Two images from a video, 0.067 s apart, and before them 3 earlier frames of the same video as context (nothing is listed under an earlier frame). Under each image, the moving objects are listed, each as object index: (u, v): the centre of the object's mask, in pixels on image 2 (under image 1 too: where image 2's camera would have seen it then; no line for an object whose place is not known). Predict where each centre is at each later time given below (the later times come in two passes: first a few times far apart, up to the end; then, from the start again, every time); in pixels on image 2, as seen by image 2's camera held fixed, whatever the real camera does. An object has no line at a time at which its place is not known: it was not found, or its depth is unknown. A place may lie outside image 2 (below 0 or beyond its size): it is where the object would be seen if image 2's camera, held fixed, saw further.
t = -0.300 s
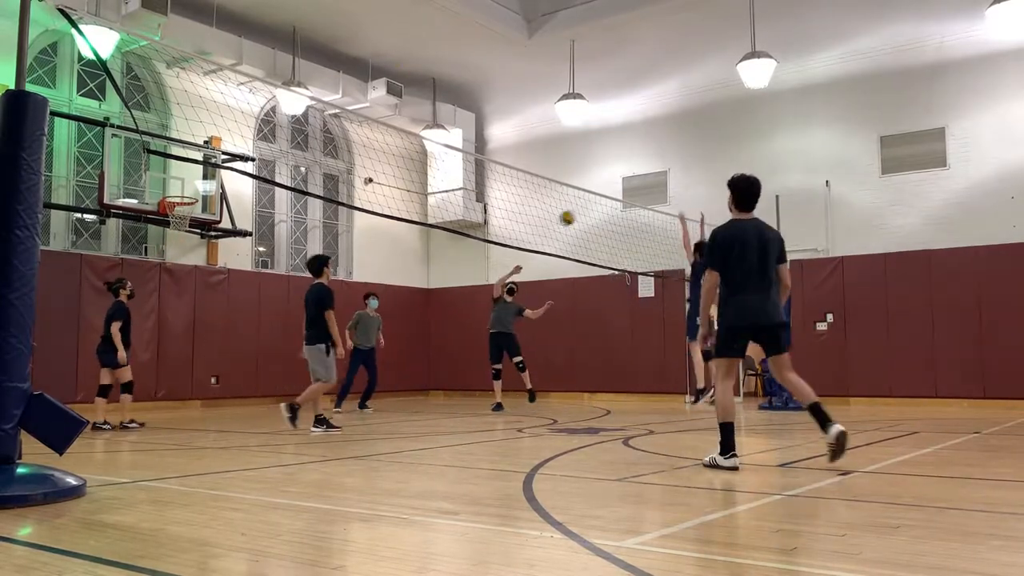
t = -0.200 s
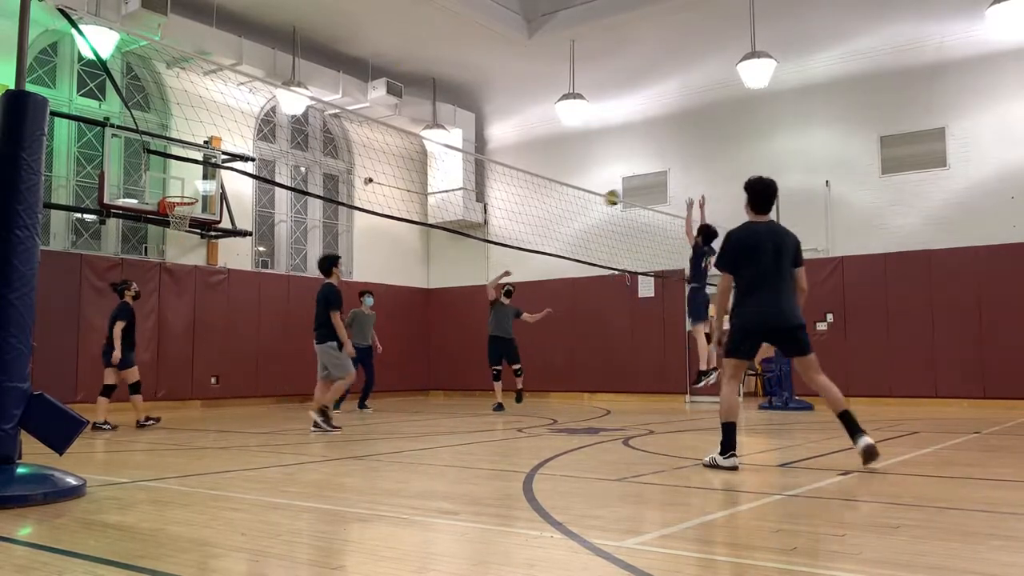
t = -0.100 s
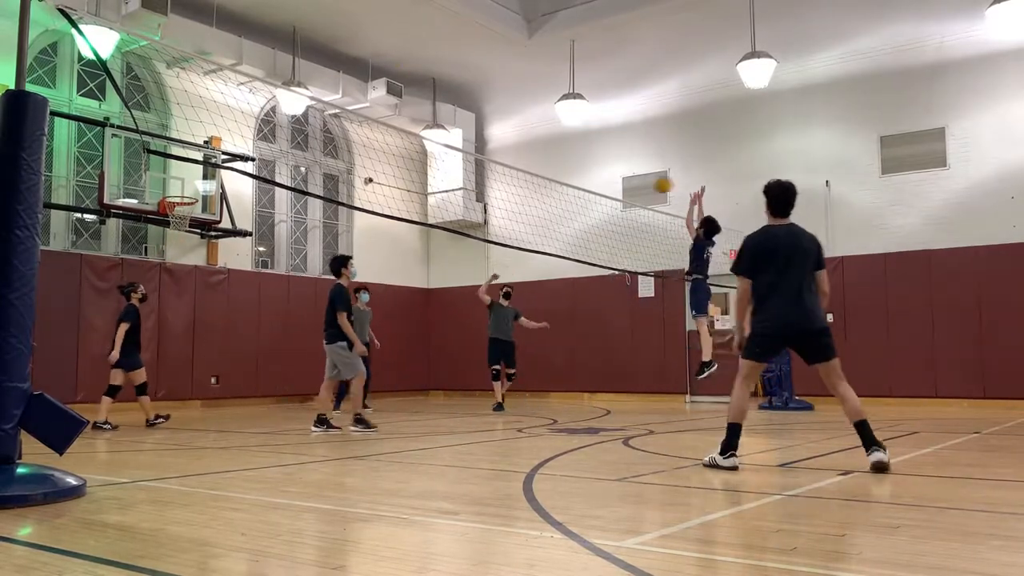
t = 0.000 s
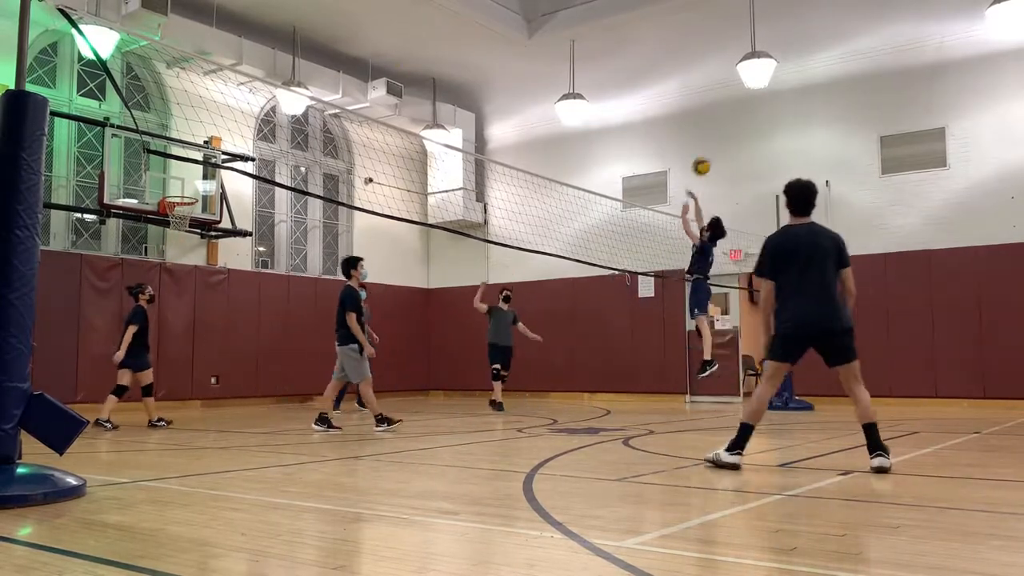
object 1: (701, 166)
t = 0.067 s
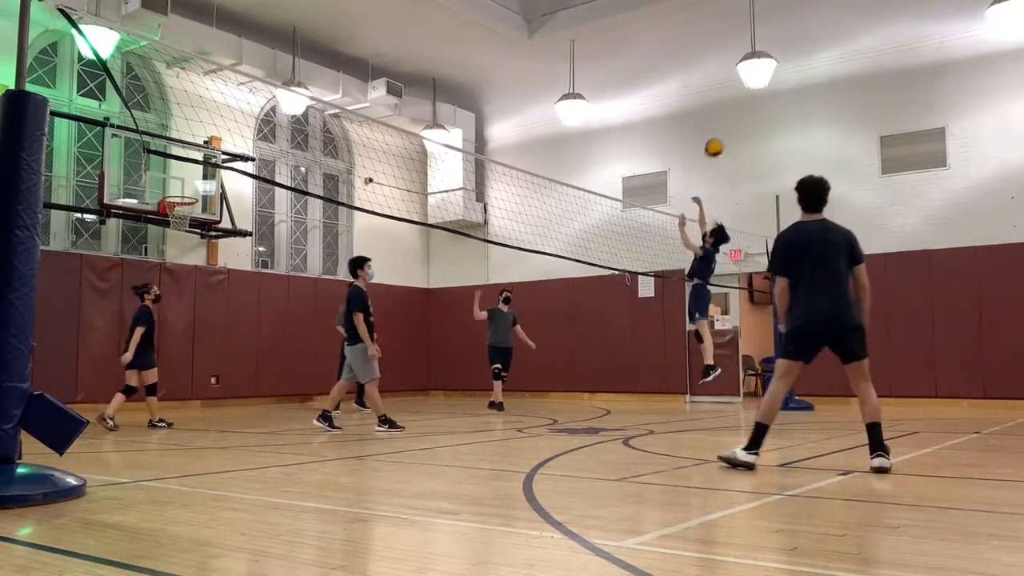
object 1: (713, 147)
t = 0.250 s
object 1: (750, 116)
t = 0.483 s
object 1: (804, 121)
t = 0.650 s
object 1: (850, 163)
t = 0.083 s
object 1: (716, 145)
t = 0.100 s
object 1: (719, 140)
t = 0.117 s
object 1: (723, 137)
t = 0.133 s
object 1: (726, 133)
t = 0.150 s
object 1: (729, 130)
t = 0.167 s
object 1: (732, 127)
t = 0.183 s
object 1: (736, 124)
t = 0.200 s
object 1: (739, 122)
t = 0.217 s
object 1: (743, 120)
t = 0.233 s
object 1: (746, 118)
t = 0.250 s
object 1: (750, 116)
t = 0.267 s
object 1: (753, 115)
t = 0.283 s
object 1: (757, 114)
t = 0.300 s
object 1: (760, 113)
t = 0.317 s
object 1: (764, 112)
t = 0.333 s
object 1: (768, 112)
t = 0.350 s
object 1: (771, 112)
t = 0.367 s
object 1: (776, 112)
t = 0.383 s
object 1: (780, 113)
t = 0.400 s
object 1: (784, 113)
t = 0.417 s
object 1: (787, 114)
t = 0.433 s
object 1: (792, 115)
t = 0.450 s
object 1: (796, 117)
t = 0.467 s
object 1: (800, 119)
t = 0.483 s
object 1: (804, 121)
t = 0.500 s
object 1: (808, 124)
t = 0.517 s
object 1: (813, 127)
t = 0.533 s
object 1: (817, 131)
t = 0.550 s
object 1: (822, 134)
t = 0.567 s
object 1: (826, 138)
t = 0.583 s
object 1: (831, 141)
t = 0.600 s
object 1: (836, 147)
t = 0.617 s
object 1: (840, 152)
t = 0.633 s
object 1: (845, 157)
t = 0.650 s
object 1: (850, 163)
